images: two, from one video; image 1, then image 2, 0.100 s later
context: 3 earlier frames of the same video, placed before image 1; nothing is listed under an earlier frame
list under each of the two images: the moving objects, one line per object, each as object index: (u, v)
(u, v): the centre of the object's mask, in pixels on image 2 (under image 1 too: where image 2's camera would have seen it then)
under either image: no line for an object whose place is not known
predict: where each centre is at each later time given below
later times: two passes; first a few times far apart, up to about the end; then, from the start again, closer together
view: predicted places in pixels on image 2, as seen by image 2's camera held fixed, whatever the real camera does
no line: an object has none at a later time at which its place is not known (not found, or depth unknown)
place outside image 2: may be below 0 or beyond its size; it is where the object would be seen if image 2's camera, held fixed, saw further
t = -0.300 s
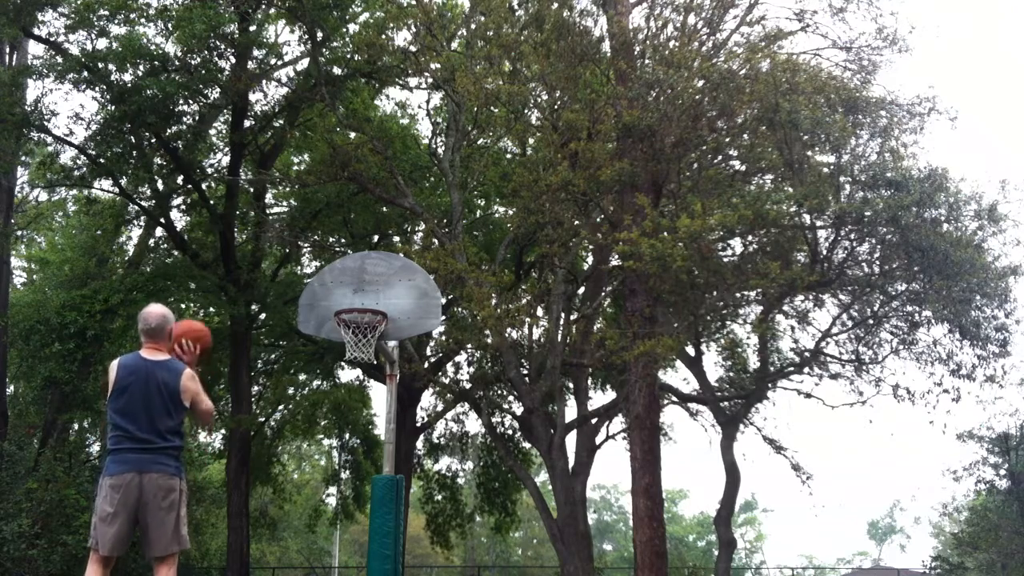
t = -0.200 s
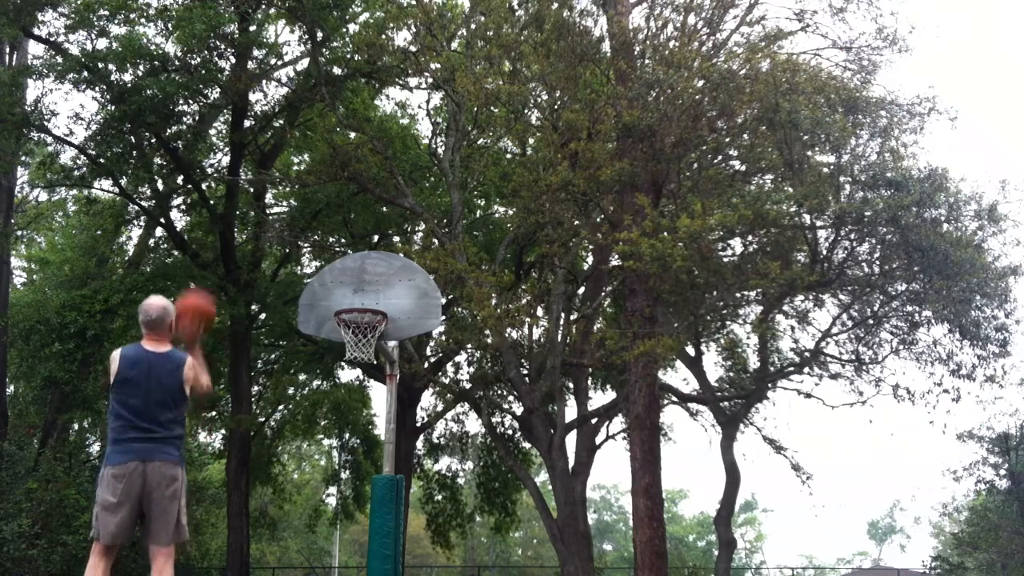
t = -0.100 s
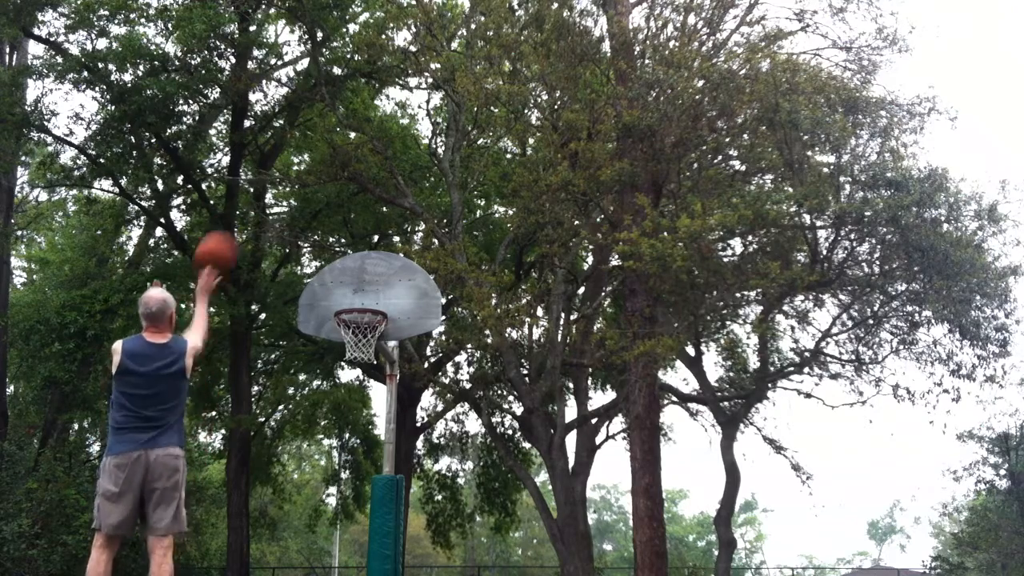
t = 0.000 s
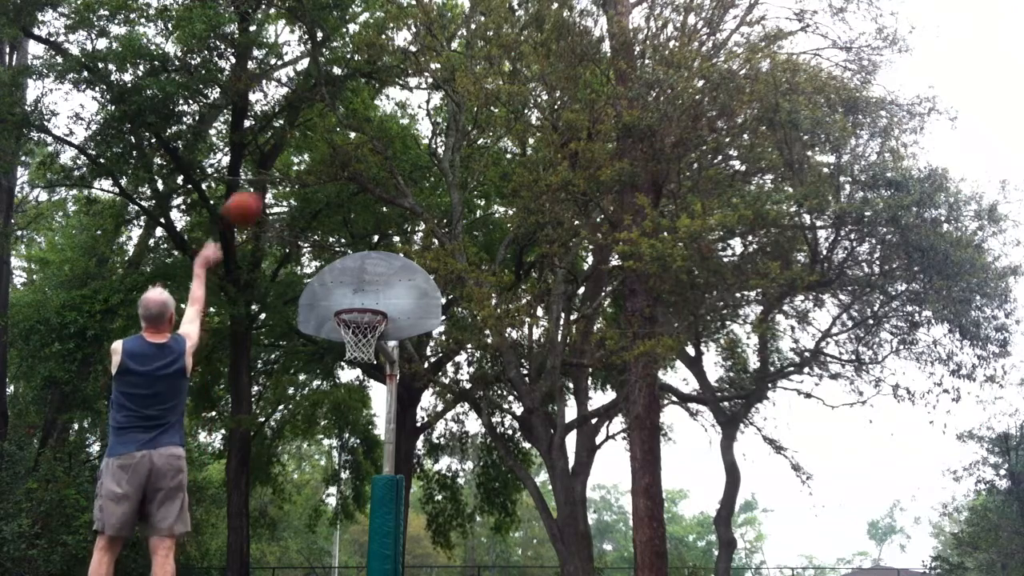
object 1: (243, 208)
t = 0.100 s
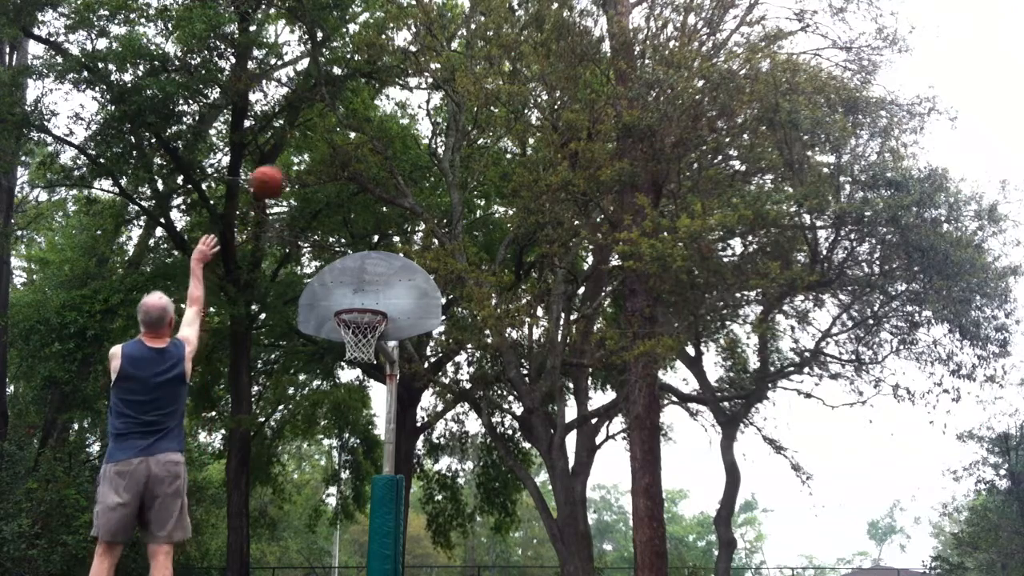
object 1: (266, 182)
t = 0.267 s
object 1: (296, 170)
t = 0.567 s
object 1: (334, 223)
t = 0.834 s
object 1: (357, 328)
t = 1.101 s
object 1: (379, 418)
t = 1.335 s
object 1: (395, 558)
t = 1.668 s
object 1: (422, 545)
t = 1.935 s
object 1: (440, 492)
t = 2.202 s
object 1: (457, 524)
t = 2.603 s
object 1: (487, 574)
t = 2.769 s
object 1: (499, 559)
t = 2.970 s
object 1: (514, 565)
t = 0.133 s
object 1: (274, 176)
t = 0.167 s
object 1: (279, 173)
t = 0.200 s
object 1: (285, 170)
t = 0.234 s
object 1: (292, 170)
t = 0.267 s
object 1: (296, 170)
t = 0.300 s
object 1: (302, 172)
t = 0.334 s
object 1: (306, 174)
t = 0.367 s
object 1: (310, 177)
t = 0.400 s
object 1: (316, 182)
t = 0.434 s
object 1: (320, 189)
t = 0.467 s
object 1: (324, 194)
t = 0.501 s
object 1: (328, 203)
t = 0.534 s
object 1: (331, 212)
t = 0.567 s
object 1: (334, 223)
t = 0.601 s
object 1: (338, 233)
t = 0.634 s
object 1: (342, 245)
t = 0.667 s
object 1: (344, 258)
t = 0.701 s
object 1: (346, 272)
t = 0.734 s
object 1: (349, 287)
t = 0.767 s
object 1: (352, 299)
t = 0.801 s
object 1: (357, 320)
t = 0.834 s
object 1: (357, 328)
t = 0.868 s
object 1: (360, 344)
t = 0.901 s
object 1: (363, 348)
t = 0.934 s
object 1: (366, 356)
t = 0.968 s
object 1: (369, 366)
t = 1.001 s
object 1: (371, 376)
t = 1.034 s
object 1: (374, 387)
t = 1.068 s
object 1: (375, 404)
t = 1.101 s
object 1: (379, 418)
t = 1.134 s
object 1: (382, 435)
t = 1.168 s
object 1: (383, 451)
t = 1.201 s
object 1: (386, 470)
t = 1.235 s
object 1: (389, 488)
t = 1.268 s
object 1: (391, 510)
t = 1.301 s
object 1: (394, 533)
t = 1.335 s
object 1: (395, 558)
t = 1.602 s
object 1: (417, 566)
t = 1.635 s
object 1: (419, 557)
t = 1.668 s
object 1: (422, 545)
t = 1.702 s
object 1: (423, 533)
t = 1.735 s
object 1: (427, 524)
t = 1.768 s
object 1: (429, 514)
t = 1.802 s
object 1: (431, 509)
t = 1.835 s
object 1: (433, 503)
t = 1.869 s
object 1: (435, 498)
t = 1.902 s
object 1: (437, 494)
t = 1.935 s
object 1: (440, 492)
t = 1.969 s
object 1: (441, 491)
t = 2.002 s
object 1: (444, 492)
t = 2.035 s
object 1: (445, 493)
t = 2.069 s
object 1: (448, 496)
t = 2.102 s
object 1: (450, 500)
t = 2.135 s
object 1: (452, 507)
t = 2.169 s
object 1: (456, 515)
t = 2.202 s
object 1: (457, 524)
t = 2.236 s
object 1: (459, 534)
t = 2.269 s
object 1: (461, 547)
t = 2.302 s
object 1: (464, 560)
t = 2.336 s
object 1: (466, 568)
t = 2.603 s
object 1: (487, 574)
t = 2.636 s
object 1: (489, 570)
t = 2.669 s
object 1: (492, 566)
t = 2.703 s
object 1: (493, 563)
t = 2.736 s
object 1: (496, 561)
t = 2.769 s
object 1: (499, 559)
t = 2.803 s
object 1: (501, 557)
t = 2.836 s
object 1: (503, 558)
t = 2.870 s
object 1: (506, 558)
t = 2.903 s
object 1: (509, 560)
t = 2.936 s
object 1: (512, 563)
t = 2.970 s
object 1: (514, 565)
